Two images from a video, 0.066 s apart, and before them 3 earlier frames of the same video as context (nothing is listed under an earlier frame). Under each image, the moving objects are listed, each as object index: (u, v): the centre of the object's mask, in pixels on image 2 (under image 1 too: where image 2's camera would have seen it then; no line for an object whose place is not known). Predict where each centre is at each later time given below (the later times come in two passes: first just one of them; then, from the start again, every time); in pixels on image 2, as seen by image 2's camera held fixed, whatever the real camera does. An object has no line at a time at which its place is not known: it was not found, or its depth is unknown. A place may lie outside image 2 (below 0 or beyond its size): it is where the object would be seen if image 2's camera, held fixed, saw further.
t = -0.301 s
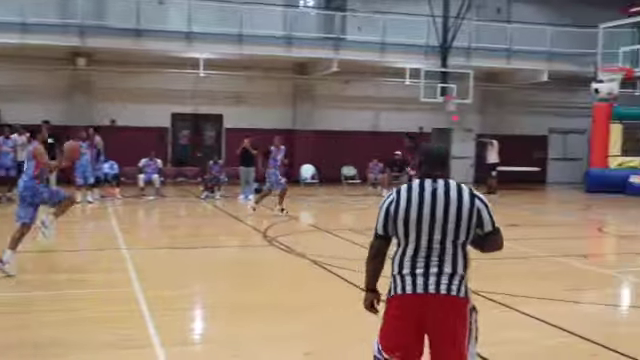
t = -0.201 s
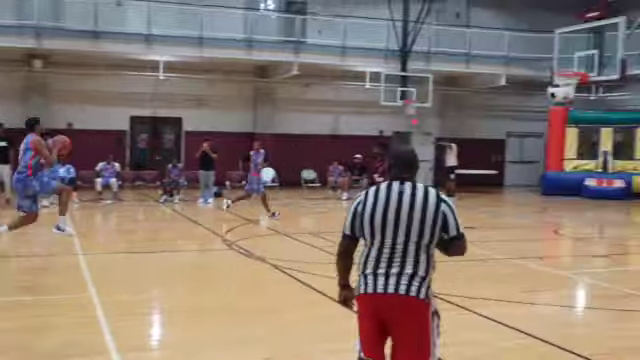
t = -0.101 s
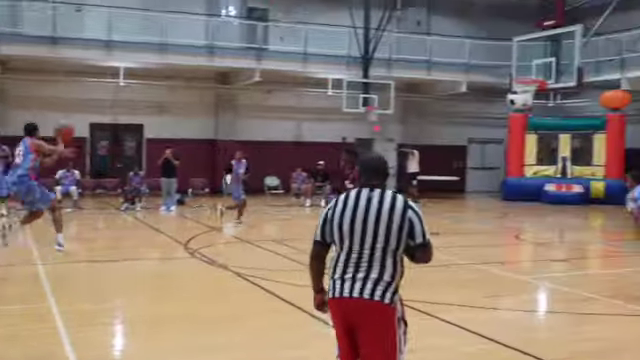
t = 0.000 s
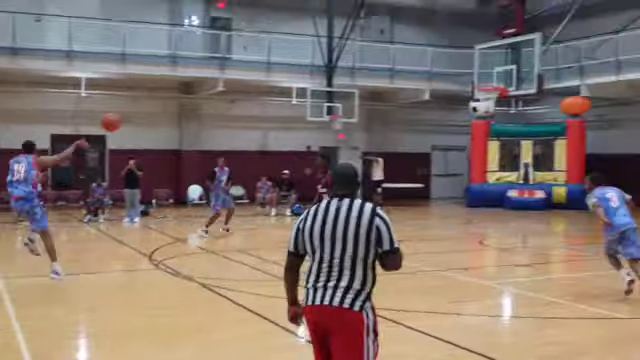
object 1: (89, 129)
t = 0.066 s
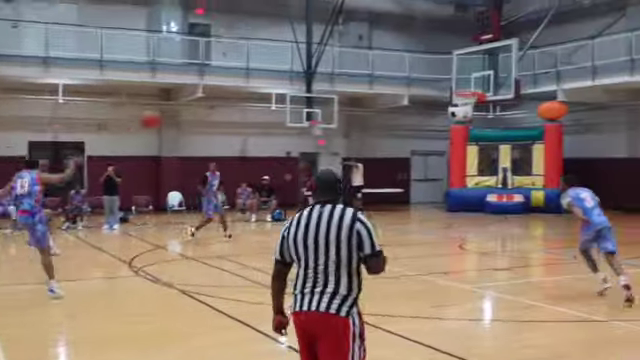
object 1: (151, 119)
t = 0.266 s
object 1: (317, 109)
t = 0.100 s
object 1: (181, 116)
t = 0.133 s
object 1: (209, 115)
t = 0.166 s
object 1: (237, 112)
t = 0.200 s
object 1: (264, 112)
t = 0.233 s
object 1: (294, 110)
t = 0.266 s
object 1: (317, 109)
